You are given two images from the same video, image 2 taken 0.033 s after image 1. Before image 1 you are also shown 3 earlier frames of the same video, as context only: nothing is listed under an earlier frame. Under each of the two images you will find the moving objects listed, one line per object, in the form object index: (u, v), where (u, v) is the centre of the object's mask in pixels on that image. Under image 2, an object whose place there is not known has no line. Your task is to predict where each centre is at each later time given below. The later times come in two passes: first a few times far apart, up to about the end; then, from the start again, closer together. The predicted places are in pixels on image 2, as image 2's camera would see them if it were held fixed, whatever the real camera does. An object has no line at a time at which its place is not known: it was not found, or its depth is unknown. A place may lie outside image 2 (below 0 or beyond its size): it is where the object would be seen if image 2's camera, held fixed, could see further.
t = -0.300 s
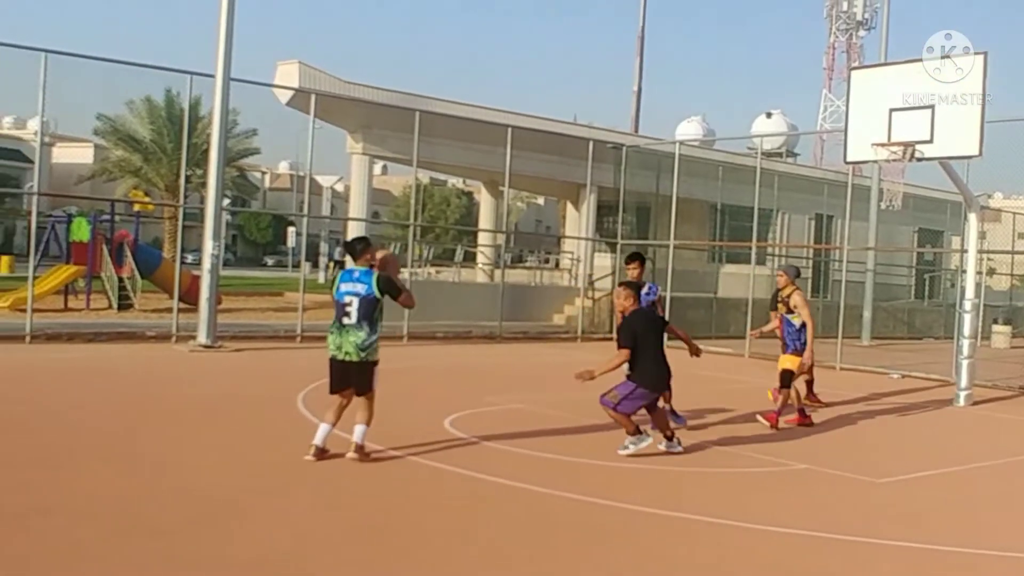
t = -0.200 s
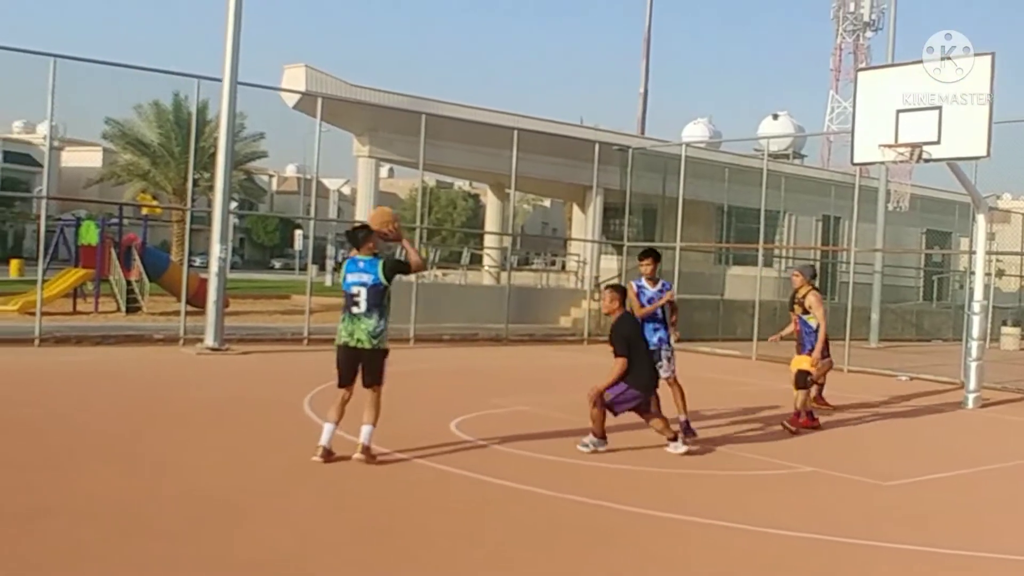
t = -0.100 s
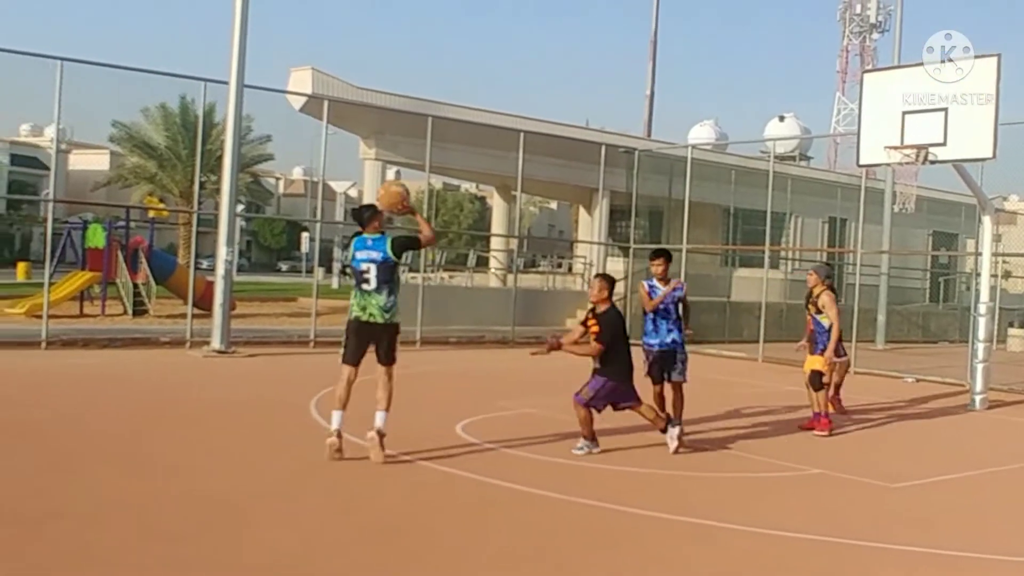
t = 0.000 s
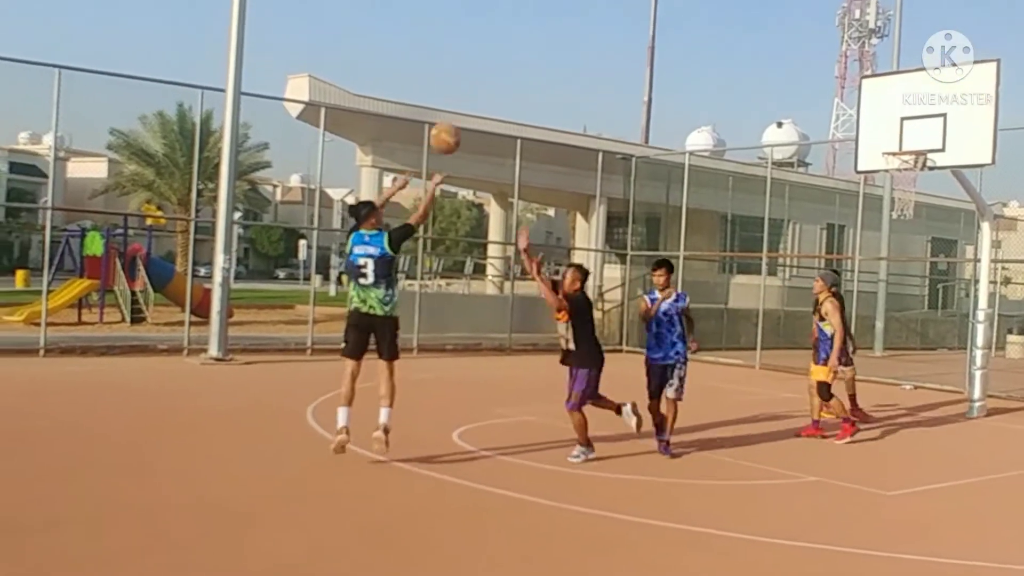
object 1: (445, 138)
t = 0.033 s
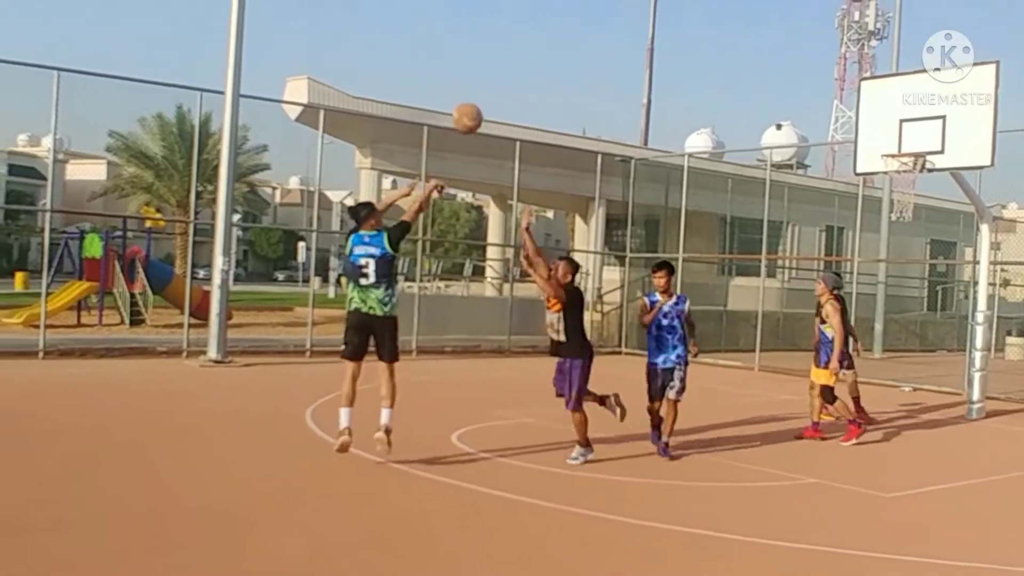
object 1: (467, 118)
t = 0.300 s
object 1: (621, 12)
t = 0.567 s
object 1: (738, 4)
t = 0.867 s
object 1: (826, 68)
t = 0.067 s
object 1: (489, 99)
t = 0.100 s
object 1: (510, 81)
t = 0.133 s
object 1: (530, 65)
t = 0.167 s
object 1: (550, 51)
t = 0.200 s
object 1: (568, 39)
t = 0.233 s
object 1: (586, 29)
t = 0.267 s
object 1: (604, 20)
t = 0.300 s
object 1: (621, 12)
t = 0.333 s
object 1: (635, 7)
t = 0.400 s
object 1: (667, 3)
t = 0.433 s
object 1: (683, 3)
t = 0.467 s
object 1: (697, 2)
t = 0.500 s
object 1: (710, 2)
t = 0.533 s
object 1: (723, 3)
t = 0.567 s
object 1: (738, 4)
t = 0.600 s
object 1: (747, 6)
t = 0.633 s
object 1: (757, 9)
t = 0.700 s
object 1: (777, 22)
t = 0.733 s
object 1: (787, 29)
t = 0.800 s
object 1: (807, 47)
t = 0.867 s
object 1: (826, 68)
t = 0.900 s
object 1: (851, 82)
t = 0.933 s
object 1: (860, 95)
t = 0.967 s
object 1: (869, 108)
